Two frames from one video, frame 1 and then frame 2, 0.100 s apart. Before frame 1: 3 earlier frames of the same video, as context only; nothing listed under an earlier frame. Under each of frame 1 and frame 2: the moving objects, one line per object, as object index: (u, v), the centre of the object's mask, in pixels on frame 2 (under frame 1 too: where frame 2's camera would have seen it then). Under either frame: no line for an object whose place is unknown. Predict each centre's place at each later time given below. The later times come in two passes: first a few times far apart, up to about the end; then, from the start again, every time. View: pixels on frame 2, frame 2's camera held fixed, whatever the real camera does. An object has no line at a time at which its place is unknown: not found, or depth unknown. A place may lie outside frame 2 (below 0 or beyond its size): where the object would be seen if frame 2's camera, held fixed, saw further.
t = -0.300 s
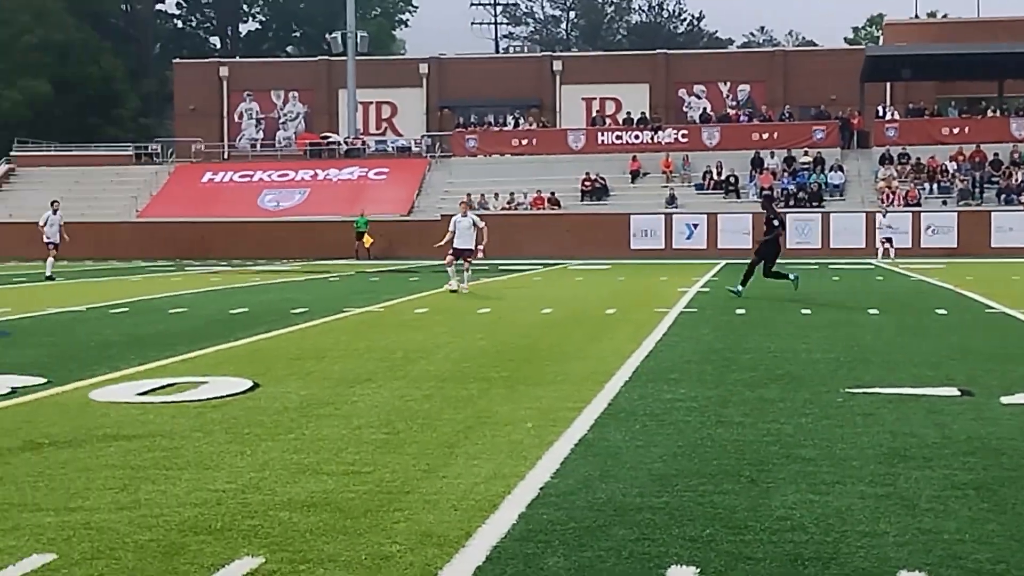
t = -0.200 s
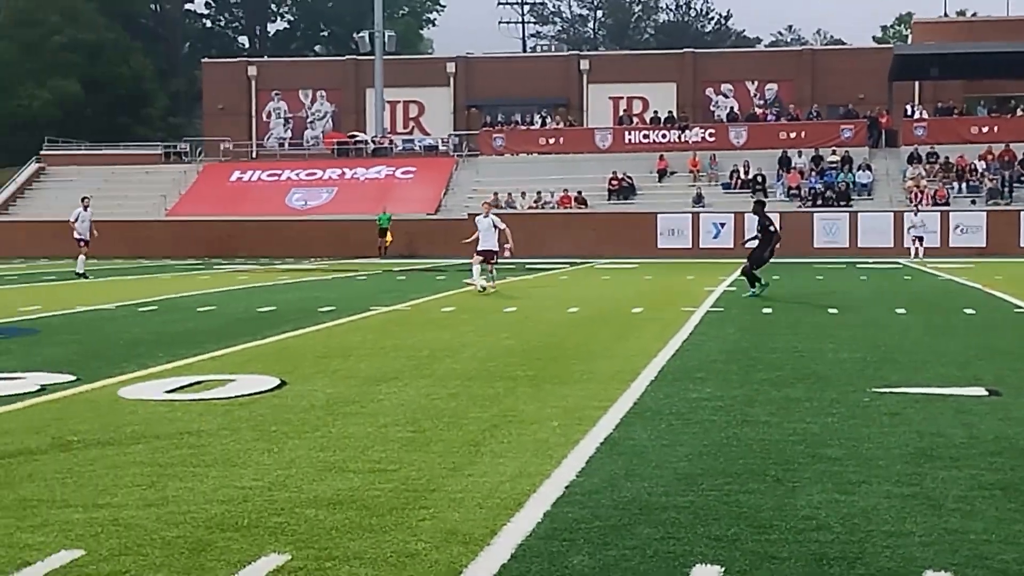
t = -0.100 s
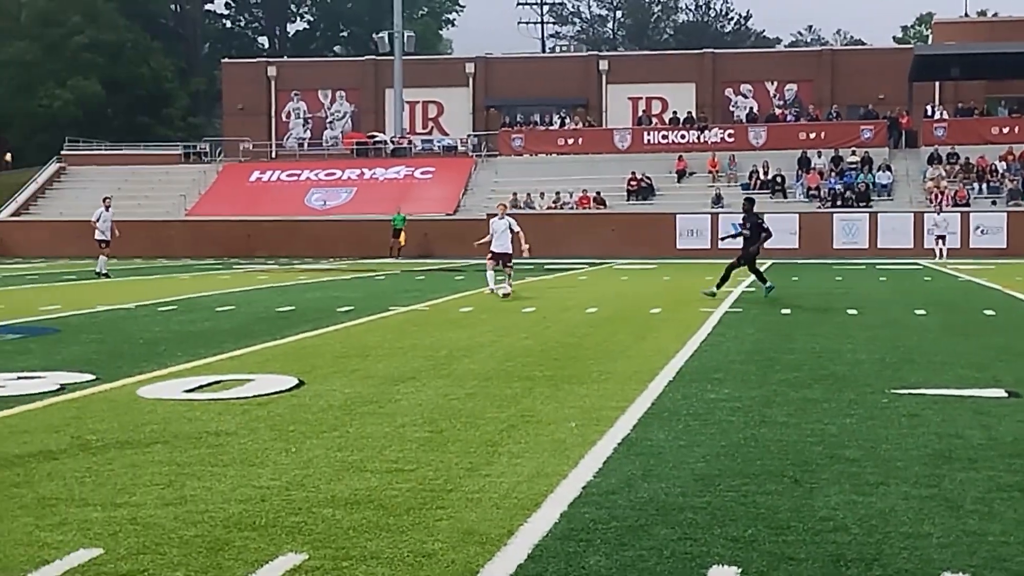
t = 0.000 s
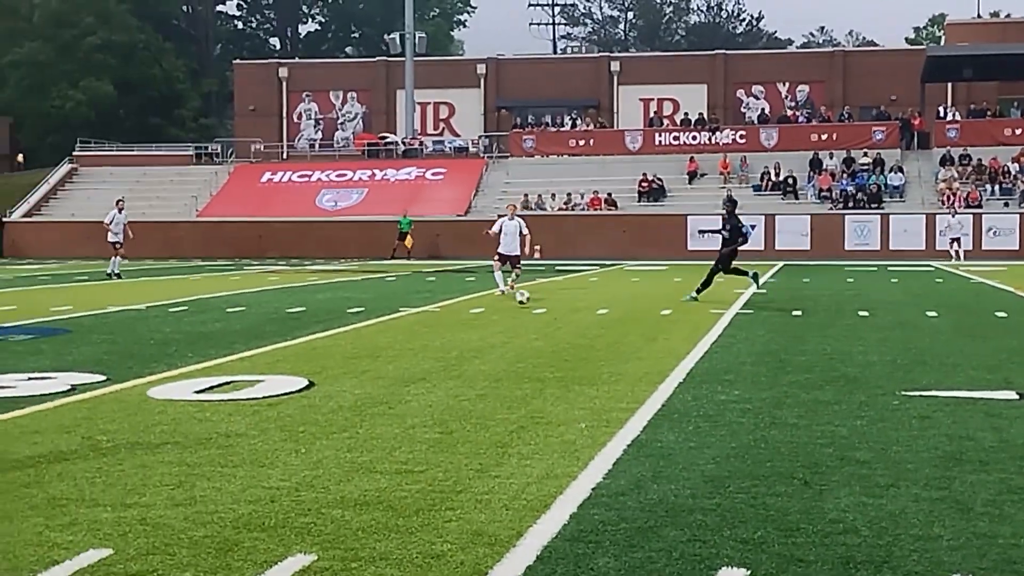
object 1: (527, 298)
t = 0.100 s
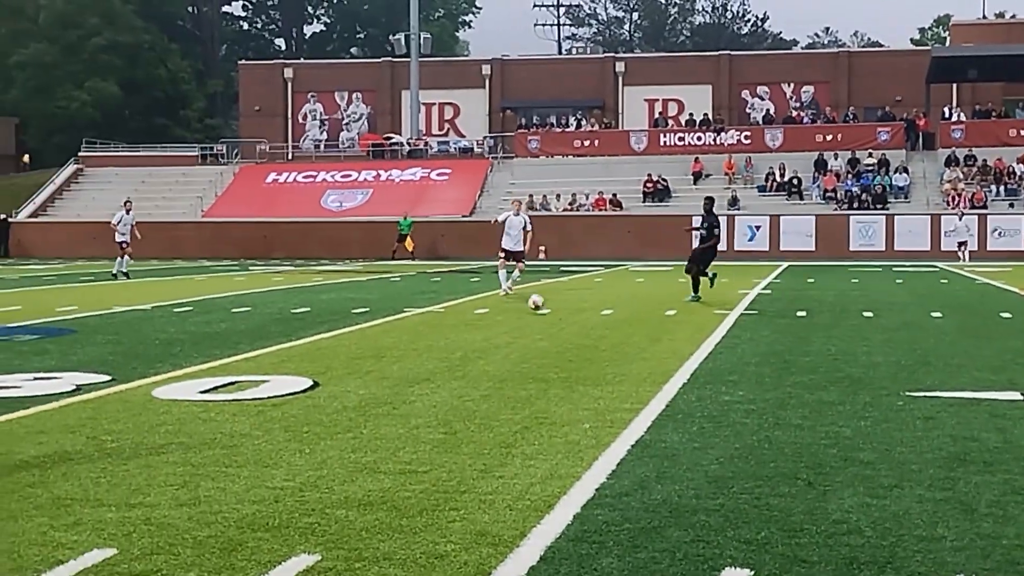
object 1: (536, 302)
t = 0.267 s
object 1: (556, 314)
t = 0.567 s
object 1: (607, 337)
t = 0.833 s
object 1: (673, 363)
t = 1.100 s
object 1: (765, 395)
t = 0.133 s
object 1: (540, 306)
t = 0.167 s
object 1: (544, 310)
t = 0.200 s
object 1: (547, 311)
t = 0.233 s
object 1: (552, 312)
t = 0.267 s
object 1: (556, 314)
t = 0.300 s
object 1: (561, 317)
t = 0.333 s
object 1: (566, 321)
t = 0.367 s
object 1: (571, 323)
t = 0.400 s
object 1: (576, 324)
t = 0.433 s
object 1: (582, 327)
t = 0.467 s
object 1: (588, 331)
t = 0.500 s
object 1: (594, 334)
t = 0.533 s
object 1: (601, 335)
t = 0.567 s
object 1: (607, 337)
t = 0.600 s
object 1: (614, 340)
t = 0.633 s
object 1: (622, 345)
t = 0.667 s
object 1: (630, 347)
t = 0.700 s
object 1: (637, 350)
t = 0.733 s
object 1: (646, 353)
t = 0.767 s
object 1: (654, 357)
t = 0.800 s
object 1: (663, 362)
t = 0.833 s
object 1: (673, 363)
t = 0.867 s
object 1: (682, 366)
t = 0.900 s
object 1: (693, 370)
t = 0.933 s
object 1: (704, 375)
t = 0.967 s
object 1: (715, 382)
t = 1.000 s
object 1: (727, 383)
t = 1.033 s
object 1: (738, 386)
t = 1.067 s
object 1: (751, 390)
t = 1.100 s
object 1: (765, 395)
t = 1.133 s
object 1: (779, 404)
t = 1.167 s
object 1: (793, 406)
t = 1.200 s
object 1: (808, 408)
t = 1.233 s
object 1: (823, 410)
